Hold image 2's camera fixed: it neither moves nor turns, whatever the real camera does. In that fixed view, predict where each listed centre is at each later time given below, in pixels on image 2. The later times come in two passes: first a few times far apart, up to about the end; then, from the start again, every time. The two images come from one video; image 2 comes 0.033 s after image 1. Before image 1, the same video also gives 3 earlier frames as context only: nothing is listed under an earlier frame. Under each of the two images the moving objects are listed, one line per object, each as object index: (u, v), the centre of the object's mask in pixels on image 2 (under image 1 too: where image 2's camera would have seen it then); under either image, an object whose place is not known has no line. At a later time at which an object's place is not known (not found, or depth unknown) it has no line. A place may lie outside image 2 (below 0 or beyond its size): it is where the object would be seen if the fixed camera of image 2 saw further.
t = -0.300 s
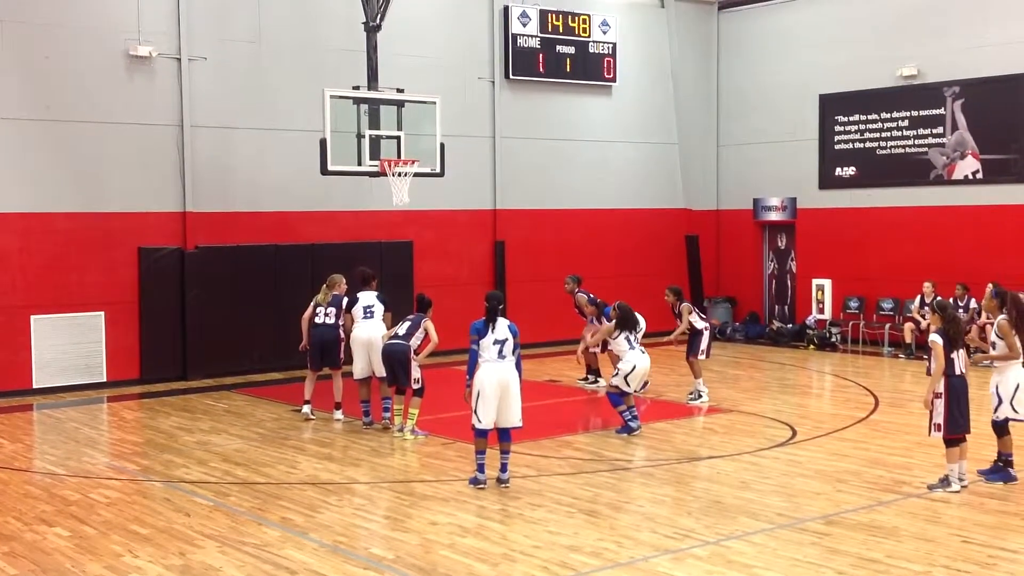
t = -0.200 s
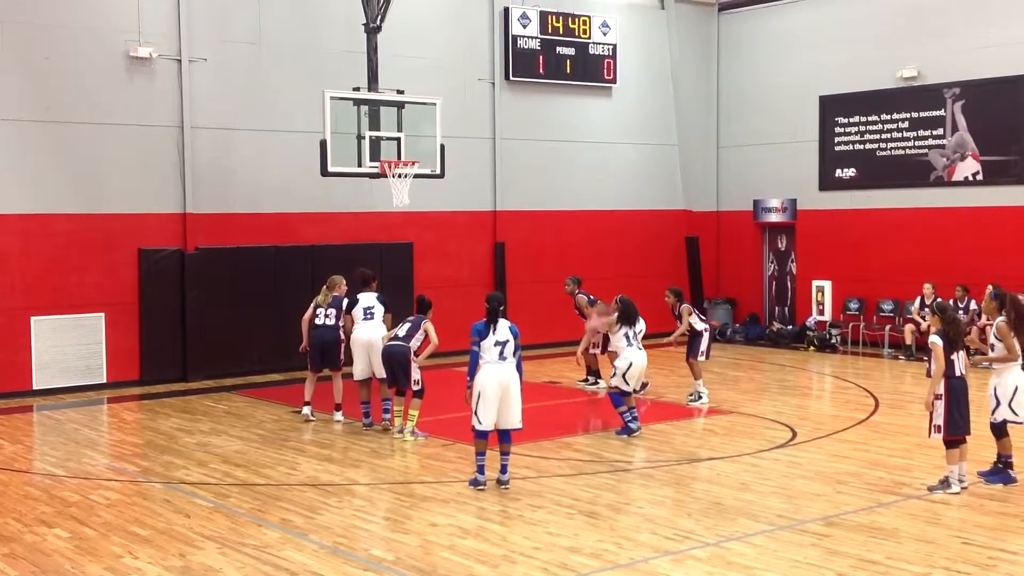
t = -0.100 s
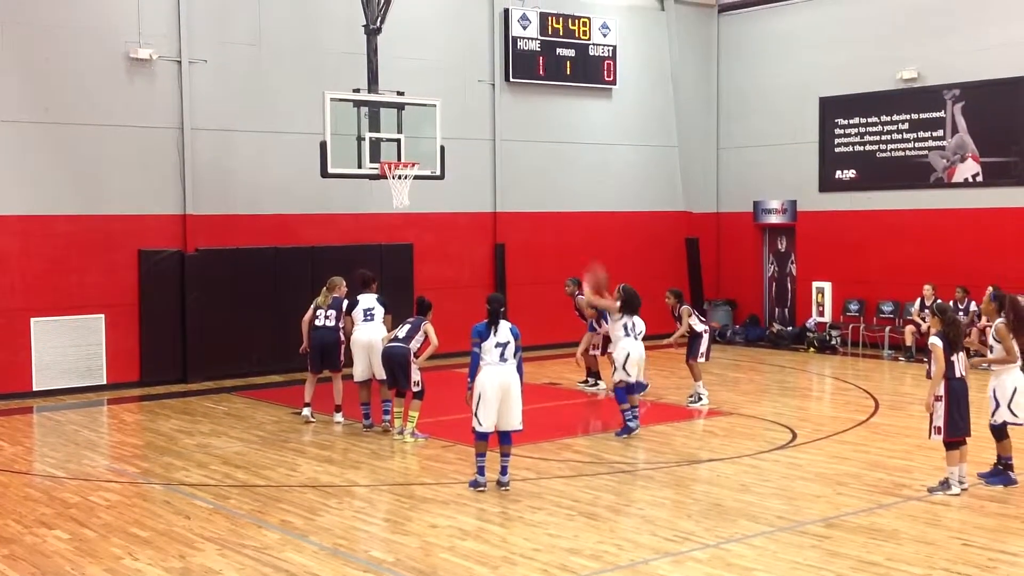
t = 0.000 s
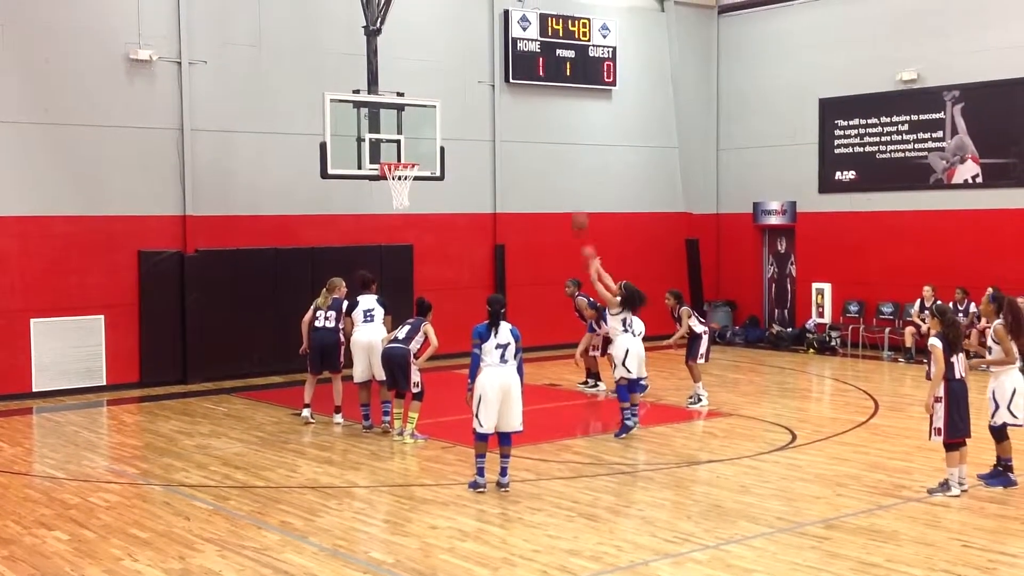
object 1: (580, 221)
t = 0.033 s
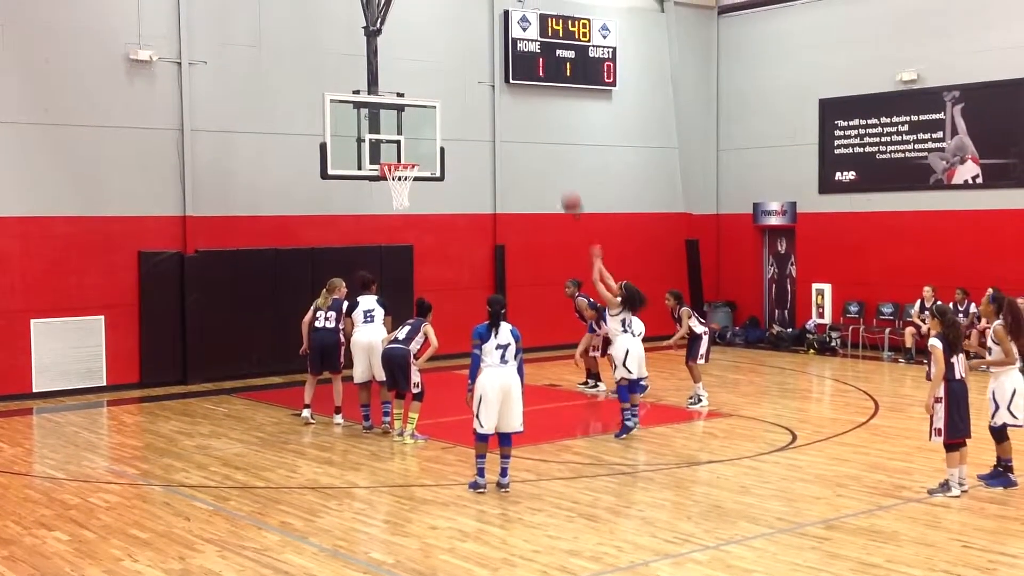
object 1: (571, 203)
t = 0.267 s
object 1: (529, 114)
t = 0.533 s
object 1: (484, 72)
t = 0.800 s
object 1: (446, 89)
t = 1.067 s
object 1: (412, 155)
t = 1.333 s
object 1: (416, 135)
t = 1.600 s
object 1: (424, 155)
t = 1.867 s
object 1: (448, 171)
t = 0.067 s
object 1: (566, 190)
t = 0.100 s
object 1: (559, 174)
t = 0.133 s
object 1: (553, 160)
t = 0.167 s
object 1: (547, 147)
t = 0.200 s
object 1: (541, 135)
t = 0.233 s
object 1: (535, 124)
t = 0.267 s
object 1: (529, 114)
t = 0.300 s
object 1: (524, 106)
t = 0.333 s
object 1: (518, 98)
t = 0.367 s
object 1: (512, 91)
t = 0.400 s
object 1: (507, 86)
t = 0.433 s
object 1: (501, 81)
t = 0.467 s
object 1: (496, 77)
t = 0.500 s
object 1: (490, 74)
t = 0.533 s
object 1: (484, 72)
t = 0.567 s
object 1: (480, 71)
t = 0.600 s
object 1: (475, 71)
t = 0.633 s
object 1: (470, 72)
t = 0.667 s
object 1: (464, 74)
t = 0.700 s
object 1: (460, 76)
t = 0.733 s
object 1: (455, 79)
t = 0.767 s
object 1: (451, 83)
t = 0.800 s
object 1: (446, 89)
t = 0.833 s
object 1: (441, 95)
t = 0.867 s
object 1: (437, 101)
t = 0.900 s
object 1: (432, 109)
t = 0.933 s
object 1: (427, 119)
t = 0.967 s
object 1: (423, 127)
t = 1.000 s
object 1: (419, 137)
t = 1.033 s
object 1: (415, 147)
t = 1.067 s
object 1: (412, 155)
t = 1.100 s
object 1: (412, 150)
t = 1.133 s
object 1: (412, 146)
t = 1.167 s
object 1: (413, 142)
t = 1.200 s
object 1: (414, 139)
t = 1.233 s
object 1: (414, 137)
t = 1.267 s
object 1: (415, 135)
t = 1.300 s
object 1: (416, 135)
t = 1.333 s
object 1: (416, 135)
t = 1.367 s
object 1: (417, 136)
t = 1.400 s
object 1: (418, 138)
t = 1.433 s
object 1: (419, 140)
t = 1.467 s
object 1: (419, 143)
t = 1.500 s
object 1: (420, 148)
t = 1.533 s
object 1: (421, 153)
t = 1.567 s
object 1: (423, 156)
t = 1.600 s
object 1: (424, 155)
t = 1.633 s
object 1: (428, 154)
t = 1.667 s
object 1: (430, 154)
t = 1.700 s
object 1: (433, 155)
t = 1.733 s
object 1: (434, 156)
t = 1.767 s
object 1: (439, 159)
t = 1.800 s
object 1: (442, 162)
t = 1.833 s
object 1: (445, 166)
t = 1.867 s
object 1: (448, 171)
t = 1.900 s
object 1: (450, 176)
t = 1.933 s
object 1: (453, 183)
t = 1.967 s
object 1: (456, 190)
